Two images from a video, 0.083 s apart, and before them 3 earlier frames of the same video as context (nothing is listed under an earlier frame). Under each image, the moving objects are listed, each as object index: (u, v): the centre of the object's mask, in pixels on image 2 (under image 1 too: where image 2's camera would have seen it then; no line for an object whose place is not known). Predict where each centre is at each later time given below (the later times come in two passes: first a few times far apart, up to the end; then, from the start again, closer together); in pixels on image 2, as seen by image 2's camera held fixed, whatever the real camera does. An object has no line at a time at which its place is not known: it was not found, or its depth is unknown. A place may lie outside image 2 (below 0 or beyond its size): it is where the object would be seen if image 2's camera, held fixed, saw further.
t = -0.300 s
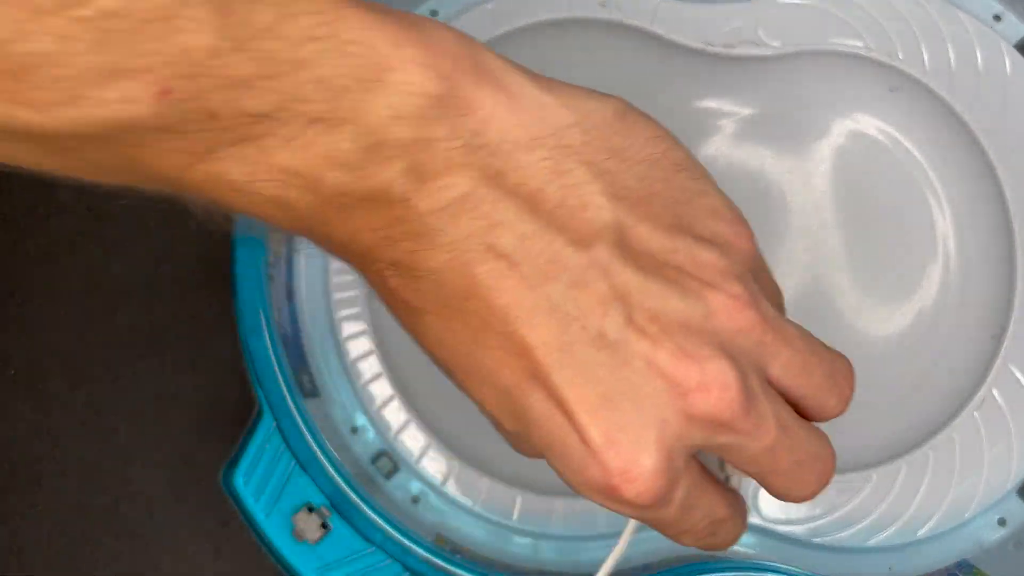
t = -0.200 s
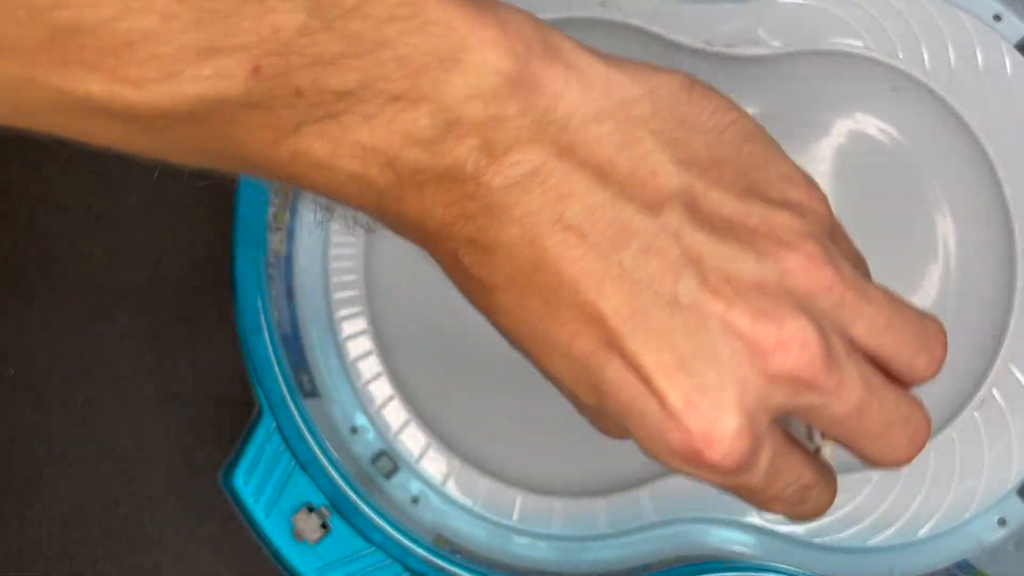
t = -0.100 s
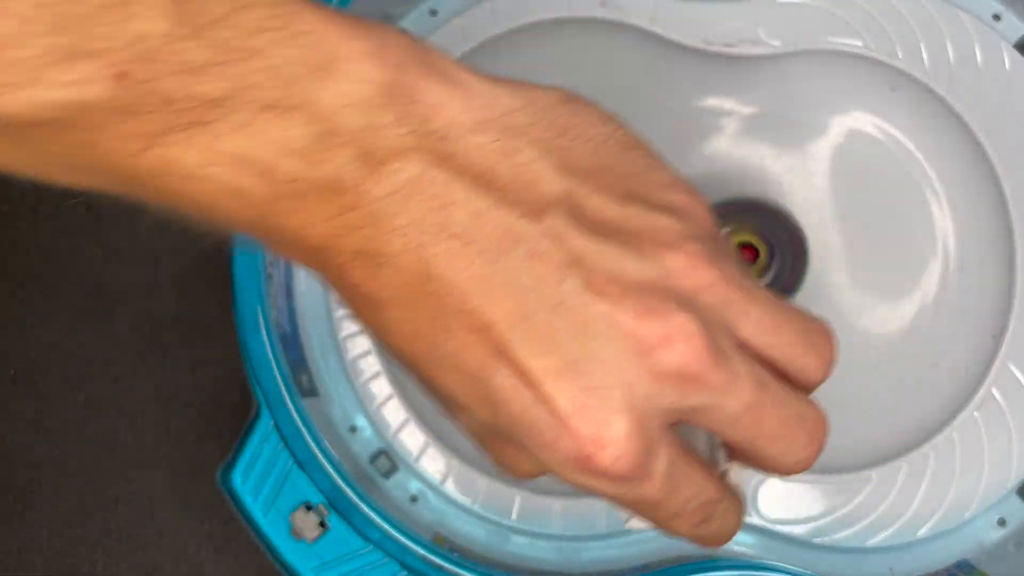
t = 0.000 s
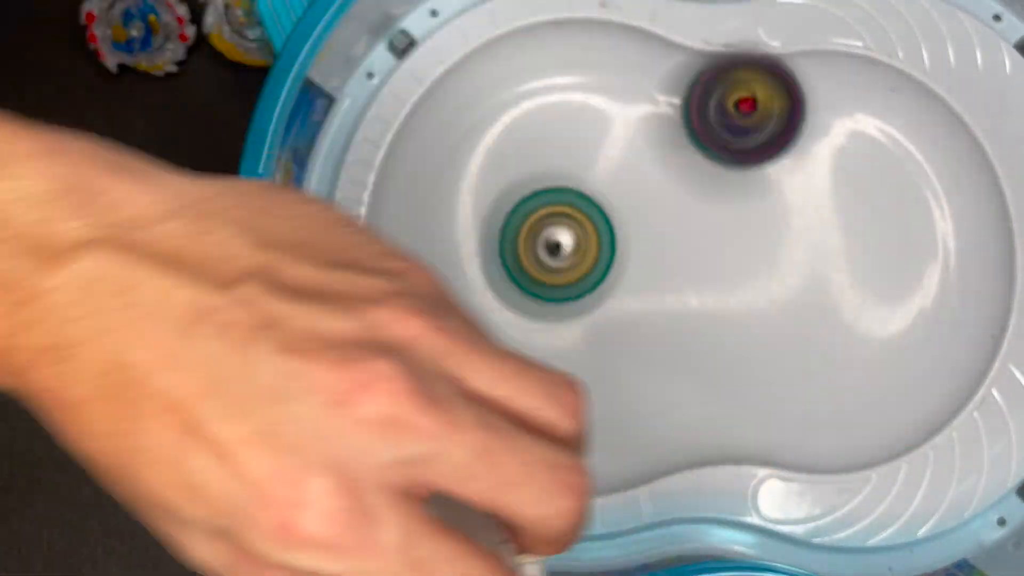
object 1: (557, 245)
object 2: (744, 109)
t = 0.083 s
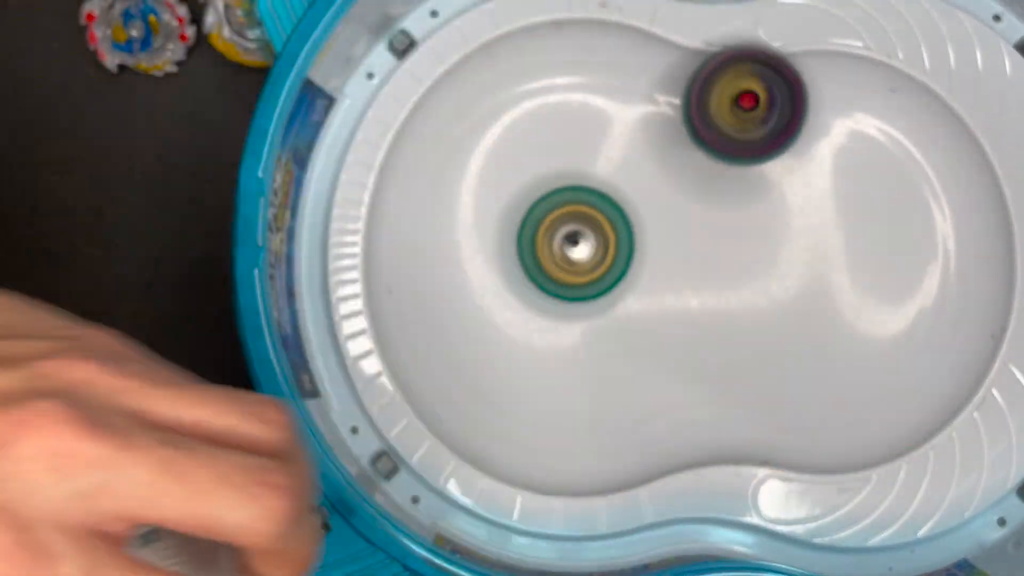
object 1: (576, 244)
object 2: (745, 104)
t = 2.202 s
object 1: (682, 65)
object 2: (500, 246)
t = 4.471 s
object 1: (455, 306)
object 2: (926, 217)
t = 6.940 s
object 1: (752, 351)
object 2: (836, 216)
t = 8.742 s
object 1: (772, 269)
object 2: (577, 273)
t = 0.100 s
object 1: (578, 241)
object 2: (744, 112)
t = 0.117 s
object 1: (580, 238)
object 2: (743, 121)
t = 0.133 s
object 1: (582, 235)
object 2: (739, 129)
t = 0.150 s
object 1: (584, 231)
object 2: (741, 141)
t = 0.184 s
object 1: (589, 224)
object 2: (749, 169)
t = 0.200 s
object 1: (591, 221)
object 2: (750, 184)
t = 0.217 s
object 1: (591, 218)
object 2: (754, 199)
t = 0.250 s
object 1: (590, 212)
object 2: (767, 229)
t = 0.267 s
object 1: (589, 209)
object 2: (772, 241)
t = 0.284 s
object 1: (587, 206)
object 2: (778, 252)
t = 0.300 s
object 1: (585, 203)
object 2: (782, 259)
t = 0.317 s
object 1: (583, 199)
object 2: (785, 264)
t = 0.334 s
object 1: (580, 196)
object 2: (784, 267)
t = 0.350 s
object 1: (578, 194)
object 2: (783, 271)
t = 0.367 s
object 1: (575, 192)
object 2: (782, 275)
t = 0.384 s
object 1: (573, 192)
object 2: (780, 278)
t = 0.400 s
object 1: (570, 192)
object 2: (776, 281)
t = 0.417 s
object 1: (567, 193)
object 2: (772, 284)
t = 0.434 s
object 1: (565, 194)
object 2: (768, 288)
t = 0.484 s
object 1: (560, 202)
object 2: (749, 293)
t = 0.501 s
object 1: (559, 205)
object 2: (741, 295)
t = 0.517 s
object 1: (559, 209)
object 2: (734, 297)
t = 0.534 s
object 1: (559, 212)
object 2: (725, 297)
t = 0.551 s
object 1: (560, 216)
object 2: (715, 297)
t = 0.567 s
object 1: (561, 219)
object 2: (704, 297)
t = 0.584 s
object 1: (563, 222)
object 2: (696, 297)
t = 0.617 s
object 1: (567, 226)
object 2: (677, 295)
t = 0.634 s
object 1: (569, 228)
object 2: (667, 293)
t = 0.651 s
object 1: (559, 221)
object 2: (669, 298)
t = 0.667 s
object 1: (549, 213)
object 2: (672, 302)
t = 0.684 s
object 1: (540, 207)
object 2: (672, 303)
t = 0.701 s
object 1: (531, 204)
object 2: (670, 303)
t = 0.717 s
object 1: (523, 203)
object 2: (667, 303)
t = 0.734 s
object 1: (516, 204)
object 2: (663, 304)
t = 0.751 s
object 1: (509, 206)
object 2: (659, 303)
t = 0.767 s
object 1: (503, 210)
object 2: (655, 303)
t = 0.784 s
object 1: (498, 214)
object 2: (650, 302)
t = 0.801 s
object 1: (493, 220)
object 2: (645, 301)
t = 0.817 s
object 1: (489, 226)
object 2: (639, 300)
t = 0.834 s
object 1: (486, 232)
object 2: (635, 300)
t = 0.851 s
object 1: (484, 239)
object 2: (631, 298)
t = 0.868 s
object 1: (483, 246)
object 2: (627, 296)
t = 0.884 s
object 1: (484, 253)
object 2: (624, 294)
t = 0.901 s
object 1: (485, 260)
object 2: (621, 291)
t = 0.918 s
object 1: (487, 266)
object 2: (620, 289)
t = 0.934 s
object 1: (489, 272)
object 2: (620, 287)
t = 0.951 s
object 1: (493, 278)
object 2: (621, 283)
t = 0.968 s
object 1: (497, 283)
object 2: (623, 280)
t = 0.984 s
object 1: (503, 287)
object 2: (625, 276)
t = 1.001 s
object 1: (508, 291)
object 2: (628, 272)
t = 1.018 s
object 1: (515, 294)
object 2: (631, 268)
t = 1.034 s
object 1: (521, 296)
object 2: (635, 265)
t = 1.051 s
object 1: (528, 297)
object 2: (640, 260)
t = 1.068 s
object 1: (533, 298)
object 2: (647, 255)
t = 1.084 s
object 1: (538, 298)
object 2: (654, 250)
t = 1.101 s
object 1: (544, 297)
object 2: (661, 244)
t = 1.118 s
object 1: (549, 296)
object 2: (668, 239)
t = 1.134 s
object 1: (555, 294)
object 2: (677, 235)
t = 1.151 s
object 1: (561, 291)
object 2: (687, 231)
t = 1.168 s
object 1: (567, 287)
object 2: (698, 226)
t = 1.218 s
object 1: (585, 269)
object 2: (736, 213)
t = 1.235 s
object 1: (590, 261)
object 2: (749, 209)
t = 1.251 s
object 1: (594, 253)
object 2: (763, 206)
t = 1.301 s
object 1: (604, 227)
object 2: (809, 194)
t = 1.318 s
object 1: (605, 219)
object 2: (824, 190)
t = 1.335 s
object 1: (606, 210)
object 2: (840, 185)
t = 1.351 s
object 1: (606, 201)
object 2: (856, 182)
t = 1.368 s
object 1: (604, 192)
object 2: (871, 183)
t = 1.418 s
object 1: (592, 162)
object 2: (916, 201)
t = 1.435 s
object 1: (586, 152)
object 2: (929, 212)
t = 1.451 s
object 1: (579, 144)
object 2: (939, 226)
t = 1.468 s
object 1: (573, 138)
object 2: (947, 241)
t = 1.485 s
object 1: (566, 134)
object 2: (952, 258)
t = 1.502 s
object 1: (559, 132)
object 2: (953, 277)
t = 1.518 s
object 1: (551, 131)
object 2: (951, 297)
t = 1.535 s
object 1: (543, 133)
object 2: (945, 318)
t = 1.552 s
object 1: (535, 135)
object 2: (935, 338)
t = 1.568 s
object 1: (529, 138)
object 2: (922, 357)
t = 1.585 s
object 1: (523, 143)
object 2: (904, 375)
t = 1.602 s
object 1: (518, 149)
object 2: (883, 390)
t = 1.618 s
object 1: (514, 156)
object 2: (859, 401)
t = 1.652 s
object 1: (508, 171)
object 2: (804, 412)
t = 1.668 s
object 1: (505, 178)
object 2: (775, 412)
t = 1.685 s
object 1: (504, 186)
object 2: (746, 410)
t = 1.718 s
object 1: (505, 203)
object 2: (684, 396)
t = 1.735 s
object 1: (507, 212)
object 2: (653, 386)
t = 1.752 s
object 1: (511, 222)
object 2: (622, 376)
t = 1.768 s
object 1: (516, 231)
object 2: (592, 367)
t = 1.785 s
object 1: (521, 240)
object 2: (565, 357)
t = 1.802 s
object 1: (521, 230)
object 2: (548, 358)
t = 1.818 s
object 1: (514, 205)
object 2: (537, 368)
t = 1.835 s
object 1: (511, 184)
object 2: (526, 375)
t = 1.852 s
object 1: (506, 165)
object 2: (516, 379)
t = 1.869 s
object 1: (502, 148)
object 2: (507, 381)
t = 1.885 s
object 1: (499, 134)
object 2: (497, 380)
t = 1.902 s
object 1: (496, 121)
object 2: (489, 377)
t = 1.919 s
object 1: (494, 111)
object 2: (481, 371)
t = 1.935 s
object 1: (493, 104)
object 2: (474, 362)
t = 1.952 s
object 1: (493, 98)
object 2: (468, 352)
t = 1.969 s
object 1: (495, 95)
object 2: (464, 338)
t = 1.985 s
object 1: (497, 93)
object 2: (461, 323)
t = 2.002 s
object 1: (500, 94)
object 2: (459, 305)
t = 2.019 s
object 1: (504, 97)
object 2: (459, 286)
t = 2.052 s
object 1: (513, 108)
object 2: (463, 242)
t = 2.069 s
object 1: (519, 116)
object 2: (470, 218)
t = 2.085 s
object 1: (538, 93)
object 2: (470, 225)
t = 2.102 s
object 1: (560, 70)
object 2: (470, 233)
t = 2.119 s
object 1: (580, 53)
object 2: (471, 240)
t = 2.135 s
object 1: (604, 49)
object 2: (475, 244)
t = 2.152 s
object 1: (626, 49)
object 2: (480, 248)
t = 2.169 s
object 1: (645, 51)
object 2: (486, 250)
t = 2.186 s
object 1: (664, 55)
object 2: (493, 249)
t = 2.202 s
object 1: (682, 65)
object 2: (500, 246)
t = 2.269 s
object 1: (745, 127)
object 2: (525, 240)
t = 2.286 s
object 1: (758, 147)
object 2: (532, 240)
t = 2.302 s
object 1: (771, 166)
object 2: (539, 242)
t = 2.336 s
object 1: (797, 208)
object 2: (552, 249)
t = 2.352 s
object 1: (811, 230)
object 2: (558, 253)
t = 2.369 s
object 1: (824, 251)
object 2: (564, 258)
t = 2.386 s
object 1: (838, 271)
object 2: (569, 263)
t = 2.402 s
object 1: (853, 290)
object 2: (574, 269)
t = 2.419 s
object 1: (868, 308)
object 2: (579, 277)
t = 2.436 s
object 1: (882, 326)
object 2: (584, 285)
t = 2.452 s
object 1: (897, 341)
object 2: (588, 293)
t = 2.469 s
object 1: (910, 354)
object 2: (590, 301)
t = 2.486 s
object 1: (921, 362)
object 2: (592, 309)
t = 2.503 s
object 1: (927, 366)
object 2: (591, 316)
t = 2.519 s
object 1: (930, 371)
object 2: (590, 324)
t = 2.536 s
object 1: (929, 372)
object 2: (588, 332)
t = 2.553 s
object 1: (925, 372)
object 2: (586, 339)
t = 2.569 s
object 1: (917, 370)
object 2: (584, 346)
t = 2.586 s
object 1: (906, 364)
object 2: (580, 353)
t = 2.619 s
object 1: (877, 340)
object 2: (571, 359)
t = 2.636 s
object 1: (862, 326)
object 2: (567, 360)
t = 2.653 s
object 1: (846, 310)
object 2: (562, 358)
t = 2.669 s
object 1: (833, 294)
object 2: (557, 356)
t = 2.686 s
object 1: (821, 277)
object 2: (554, 353)
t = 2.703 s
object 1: (808, 258)
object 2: (550, 350)
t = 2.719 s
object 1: (796, 240)
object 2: (547, 347)
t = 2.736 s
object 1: (784, 222)
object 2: (545, 341)
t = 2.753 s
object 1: (775, 203)
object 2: (542, 336)
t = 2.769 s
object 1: (766, 184)
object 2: (542, 330)
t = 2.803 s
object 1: (748, 146)
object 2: (543, 316)
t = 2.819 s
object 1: (741, 129)
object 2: (545, 309)
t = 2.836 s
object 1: (734, 112)
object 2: (548, 302)
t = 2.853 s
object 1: (726, 95)
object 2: (552, 295)
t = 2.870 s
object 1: (717, 89)
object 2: (557, 288)
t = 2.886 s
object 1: (705, 86)
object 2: (561, 282)
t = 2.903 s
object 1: (694, 85)
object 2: (568, 276)
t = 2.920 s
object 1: (682, 86)
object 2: (573, 272)
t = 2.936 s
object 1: (668, 91)
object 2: (579, 268)
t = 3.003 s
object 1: (609, 127)
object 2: (606, 255)
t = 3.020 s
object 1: (593, 138)
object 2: (615, 252)
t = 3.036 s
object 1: (575, 141)
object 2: (626, 257)
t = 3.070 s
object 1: (541, 141)
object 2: (653, 270)
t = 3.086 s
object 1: (525, 142)
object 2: (662, 273)
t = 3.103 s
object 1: (512, 146)
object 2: (670, 275)
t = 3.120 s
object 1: (503, 148)
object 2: (677, 277)
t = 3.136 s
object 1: (495, 151)
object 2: (684, 278)
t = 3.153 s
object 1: (489, 156)
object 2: (691, 280)
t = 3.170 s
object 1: (487, 163)
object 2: (696, 282)
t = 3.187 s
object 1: (489, 169)
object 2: (700, 283)
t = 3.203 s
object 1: (492, 175)
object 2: (705, 283)
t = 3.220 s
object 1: (498, 182)
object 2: (711, 283)
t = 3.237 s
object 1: (507, 190)
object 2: (717, 283)
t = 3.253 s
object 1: (518, 195)
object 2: (722, 283)
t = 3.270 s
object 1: (528, 199)
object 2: (727, 283)
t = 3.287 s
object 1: (540, 204)
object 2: (731, 282)
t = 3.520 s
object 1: (704, 219)
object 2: (829, 244)
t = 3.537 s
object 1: (714, 223)
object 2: (838, 239)
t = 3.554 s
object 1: (725, 227)
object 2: (848, 234)
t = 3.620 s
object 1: (753, 243)
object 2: (894, 229)
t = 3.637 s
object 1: (761, 245)
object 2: (904, 231)
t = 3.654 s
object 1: (769, 248)
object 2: (914, 235)
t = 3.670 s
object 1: (777, 254)
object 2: (922, 242)
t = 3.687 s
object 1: (789, 260)
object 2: (927, 251)
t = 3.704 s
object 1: (799, 264)
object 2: (932, 259)
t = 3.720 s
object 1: (808, 270)
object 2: (936, 269)
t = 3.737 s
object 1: (809, 277)
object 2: (944, 281)
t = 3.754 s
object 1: (811, 281)
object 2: (949, 294)
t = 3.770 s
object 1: (812, 285)
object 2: (949, 306)
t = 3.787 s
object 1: (816, 292)
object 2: (947, 318)
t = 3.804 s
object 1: (814, 293)
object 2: (947, 333)
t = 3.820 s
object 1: (804, 294)
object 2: (949, 345)
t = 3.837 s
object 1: (797, 297)
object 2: (946, 357)
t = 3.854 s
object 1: (794, 298)
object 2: (939, 367)
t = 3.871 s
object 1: (790, 298)
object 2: (929, 376)
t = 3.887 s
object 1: (788, 300)
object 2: (913, 384)
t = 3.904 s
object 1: (789, 302)
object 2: (894, 389)
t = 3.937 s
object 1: (770, 288)
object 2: (871, 397)
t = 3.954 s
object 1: (757, 278)
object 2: (860, 400)
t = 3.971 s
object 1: (743, 268)
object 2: (849, 398)
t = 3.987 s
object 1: (726, 260)
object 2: (837, 393)
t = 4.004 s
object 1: (712, 253)
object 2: (823, 384)
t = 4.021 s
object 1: (697, 245)
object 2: (812, 370)
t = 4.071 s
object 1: (651, 226)
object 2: (790, 323)
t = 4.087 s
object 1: (633, 219)
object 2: (787, 305)
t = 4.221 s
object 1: (495, 179)
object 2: (823, 181)
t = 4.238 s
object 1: (480, 178)
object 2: (834, 166)
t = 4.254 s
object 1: (463, 180)
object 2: (847, 151)
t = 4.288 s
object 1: (439, 189)
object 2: (877, 130)
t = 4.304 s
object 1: (427, 195)
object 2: (893, 121)
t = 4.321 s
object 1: (420, 205)
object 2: (909, 117)
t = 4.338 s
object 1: (416, 213)
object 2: (921, 119)
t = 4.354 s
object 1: (411, 223)
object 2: (930, 123)
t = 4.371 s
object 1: (411, 236)
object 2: (937, 131)
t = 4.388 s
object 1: (416, 247)
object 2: (938, 142)
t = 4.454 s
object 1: (447, 296)
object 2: (928, 205)
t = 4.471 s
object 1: (455, 306)
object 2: (926, 217)
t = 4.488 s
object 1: (465, 313)
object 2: (919, 229)
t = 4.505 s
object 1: (473, 316)
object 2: (909, 239)
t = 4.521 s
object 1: (481, 320)
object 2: (900, 247)
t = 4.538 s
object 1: (492, 320)
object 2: (889, 254)
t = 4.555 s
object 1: (500, 317)
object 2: (875, 258)
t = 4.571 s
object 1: (509, 317)
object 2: (862, 259)
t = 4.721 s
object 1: (592, 251)
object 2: (743, 235)
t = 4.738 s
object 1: (601, 238)
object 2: (732, 234)
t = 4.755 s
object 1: (603, 224)
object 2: (724, 231)
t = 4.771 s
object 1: (595, 212)
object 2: (725, 228)
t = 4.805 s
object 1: (579, 185)
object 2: (723, 226)
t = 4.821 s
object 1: (572, 173)
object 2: (722, 224)
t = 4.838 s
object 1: (567, 160)
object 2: (721, 225)
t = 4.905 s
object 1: (543, 132)
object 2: (714, 223)
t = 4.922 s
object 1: (538, 129)
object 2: (714, 222)
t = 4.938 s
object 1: (533, 125)
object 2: (712, 224)
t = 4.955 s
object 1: (526, 123)
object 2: (710, 224)
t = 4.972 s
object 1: (521, 123)
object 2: (709, 224)
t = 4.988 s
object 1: (516, 123)
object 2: (706, 226)
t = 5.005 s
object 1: (511, 124)
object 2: (703, 226)
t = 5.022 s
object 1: (507, 127)
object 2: (701, 228)
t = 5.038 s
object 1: (503, 129)
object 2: (698, 229)
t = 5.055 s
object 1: (499, 134)
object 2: (695, 230)
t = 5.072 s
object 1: (497, 139)
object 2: (692, 232)
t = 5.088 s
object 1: (494, 144)
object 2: (687, 234)
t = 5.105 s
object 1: (493, 150)
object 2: (684, 235)
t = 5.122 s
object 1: (493, 155)
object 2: (680, 238)
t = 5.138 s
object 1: (493, 161)
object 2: (675, 240)
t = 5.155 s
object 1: (494, 168)
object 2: (671, 241)
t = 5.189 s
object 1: (499, 180)
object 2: (660, 246)
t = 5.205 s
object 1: (504, 187)
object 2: (656, 248)
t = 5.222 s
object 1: (509, 192)
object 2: (649, 251)
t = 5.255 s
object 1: (522, 204)
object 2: (637, 255)
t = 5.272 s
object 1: (526, 207)
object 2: (632, 258)
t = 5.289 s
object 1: (523, 208)
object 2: (635, 262)
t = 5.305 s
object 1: (523, 206)
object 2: (637, 266)
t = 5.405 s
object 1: (533, 215)
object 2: (628, 288)
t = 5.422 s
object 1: (533, 216)
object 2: (626, 291)
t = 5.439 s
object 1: (536, 216)
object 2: (625, 295)
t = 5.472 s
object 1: (534, 213)
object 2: (624, 304)
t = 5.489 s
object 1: (536, 212)
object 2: (622, 310)
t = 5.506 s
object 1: (535, 212)
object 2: (619, 314)
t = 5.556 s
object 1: (535, 212)
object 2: (607, 327)
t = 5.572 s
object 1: (537, 213)
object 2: (603, 332)
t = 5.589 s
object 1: (538, 212)
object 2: (598, 336)
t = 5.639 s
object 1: (541, 212)
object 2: (586, 347)
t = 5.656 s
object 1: (543, 214)
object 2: (582, 350)
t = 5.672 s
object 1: (545, 213)
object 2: (577, 350)
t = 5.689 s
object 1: (546, 213)
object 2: (574, 349)
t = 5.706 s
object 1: (549, 213)
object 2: (569, 346)
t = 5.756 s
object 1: (557, 213)
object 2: (555, 333)
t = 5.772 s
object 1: (559, 212)
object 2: (553, 329)
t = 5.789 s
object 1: (564, 205)
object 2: (550, 328)
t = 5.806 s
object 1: (566, 195)
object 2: (548, 327)
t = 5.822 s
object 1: (566, 187)
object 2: (547, 325)
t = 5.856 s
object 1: (569, 173)
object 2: (545, 317)
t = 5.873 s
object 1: (570, 169)
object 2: (544, 313)
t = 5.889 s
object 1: (572, 163)
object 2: (544, 308)
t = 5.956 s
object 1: (572, 148)
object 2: (548, 285)
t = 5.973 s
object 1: (573, 144)
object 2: (550, 279)
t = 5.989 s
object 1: (572, 141)
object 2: (553, 273)
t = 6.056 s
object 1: (573, 134)
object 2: (570, 250)
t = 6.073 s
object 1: (572, 130)
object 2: (574, 246)
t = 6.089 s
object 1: (573, 129)
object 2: (579, 245)
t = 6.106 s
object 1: (572, 125)
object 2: (583, 243)
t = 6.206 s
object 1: (568, 117)
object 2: (607, 238)
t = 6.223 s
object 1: (567, 115)
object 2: (610, 236)
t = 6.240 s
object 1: (564, 117)
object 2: (615, 235)
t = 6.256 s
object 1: (565, 117)
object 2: (618, 234)
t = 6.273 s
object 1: (563, 117)
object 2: (623, 232)
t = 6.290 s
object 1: (563, 120)
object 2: (627, 231)
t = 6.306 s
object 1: (563, 120)
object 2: (632, 229)
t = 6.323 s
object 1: (562, 123)
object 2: (636, 227)
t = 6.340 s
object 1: (564, 126)
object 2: (640, 225)
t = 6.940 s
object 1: (752, 351)
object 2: (836, 216)
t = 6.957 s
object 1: (763, 357)
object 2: (837, 218)
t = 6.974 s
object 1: (778, 361)
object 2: (840, 220)
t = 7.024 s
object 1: (816, 374)
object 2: (845, 226)
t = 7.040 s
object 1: (830, 379)
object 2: (847, 228)
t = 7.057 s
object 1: (842, 380)
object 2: (848, 231)
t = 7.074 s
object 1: (855, 384)
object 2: (849, 233)
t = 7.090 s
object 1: (867, 382)
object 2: (850, 237)
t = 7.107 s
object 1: (878, 381)
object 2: (851, 239)
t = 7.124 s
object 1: (891, 376)
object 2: (851, 242)
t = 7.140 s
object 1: (899, 371)
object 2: (851, 243)
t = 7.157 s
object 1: (910, 363)
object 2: (852, 246)
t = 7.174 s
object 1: (915, 353)
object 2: (851, 248)
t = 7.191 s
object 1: (926, 353)
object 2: (845, 244)
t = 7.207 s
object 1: (939, 351)
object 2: (839, 238)
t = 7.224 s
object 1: (946, 345)
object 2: (835, 236)
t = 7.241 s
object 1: (953, 338)
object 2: (830, 231)
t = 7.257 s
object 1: (955, 327)
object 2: (827, 229)
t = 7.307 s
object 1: (957, 288)
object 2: (818, 218)
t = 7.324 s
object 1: (955, 274)
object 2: (816, 215)
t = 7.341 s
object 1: (950, 262)
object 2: (814, 212)
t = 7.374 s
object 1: (936, 242)
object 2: (809, 206)
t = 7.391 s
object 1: (932, 234)
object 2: (803, 202)
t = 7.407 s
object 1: (928, 231)
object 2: (794, 199)
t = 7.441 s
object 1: (914, 220)
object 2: (784, 194)
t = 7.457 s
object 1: (909, 216)
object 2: (778, 193)
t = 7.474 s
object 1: (903, 214)
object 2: (771, 191)
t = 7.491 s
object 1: (897, 212)
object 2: (766, 190)
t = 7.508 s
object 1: (889, 211)
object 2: (760, 189)
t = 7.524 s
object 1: (884, 212)
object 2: (754, 189)
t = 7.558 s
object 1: (874, 214)
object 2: (740, 190)
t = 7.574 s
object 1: (867, 215)
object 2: (731, 190)
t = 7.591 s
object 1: (862, 217)
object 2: (726, 193)
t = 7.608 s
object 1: (855, 219)
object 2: (718, 195)
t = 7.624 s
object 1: (850, 222)
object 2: (712, 198)
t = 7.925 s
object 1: (754, 275)
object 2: (517, 289)
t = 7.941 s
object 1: (751, 276)
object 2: (505, 288)
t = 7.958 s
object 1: (746, 276)
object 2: (494, 290)
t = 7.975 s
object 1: (743, 276)
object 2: (483, 287)
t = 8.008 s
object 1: (734, 275)
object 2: (465, 282)
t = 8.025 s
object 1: (729, 273)
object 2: (456, 280)
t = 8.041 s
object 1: (725, 273)
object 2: (450, 273)
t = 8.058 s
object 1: (719, 270)
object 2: (443, 268)
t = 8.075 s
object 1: (715, 269)
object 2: (439, 260)
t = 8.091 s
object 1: (708, 266)
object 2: (435, 253)
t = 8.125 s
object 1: (696, 261)
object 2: (433, 234)
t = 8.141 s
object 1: (690, 258)
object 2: (437, 224)
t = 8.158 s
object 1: (683, 254)
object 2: (439, 215)
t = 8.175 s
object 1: (677, 251)
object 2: (445, 206)
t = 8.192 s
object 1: (669, 247)
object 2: (450, 198)
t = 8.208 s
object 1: (662, 243)
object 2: (459, 193)
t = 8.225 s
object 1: (654, 238)
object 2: (466, 187)
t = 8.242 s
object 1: (647, 235)
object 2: (476, 185)
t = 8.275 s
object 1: (632, 226)
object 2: (496, 183)
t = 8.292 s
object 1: (623, 220)
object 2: (506, 181)
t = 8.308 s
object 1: (626, 223)
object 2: (509, 183)
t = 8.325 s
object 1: (636, 218)
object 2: (506, 181)
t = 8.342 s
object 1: (645, 220)
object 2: (501, 183)
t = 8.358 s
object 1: (653, 220)
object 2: (502, 183)
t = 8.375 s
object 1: (662, 219)
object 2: (503, 184)
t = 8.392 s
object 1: (664, 218)
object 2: (508, 184)
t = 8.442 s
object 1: (670, 220)
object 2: (522, 185)
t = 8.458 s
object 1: (670, 219)
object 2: (526, 188)
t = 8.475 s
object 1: (673, 221)
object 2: (533, 189)
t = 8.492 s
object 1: (673, 221)
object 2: (537, 193)
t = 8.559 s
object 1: (680, 226)
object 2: (561, 209)
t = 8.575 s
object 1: (684, 228)
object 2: (567, 216)
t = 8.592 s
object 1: (692, 232)
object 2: (567, 220)
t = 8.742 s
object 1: (772, 269)
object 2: (577, 273)
